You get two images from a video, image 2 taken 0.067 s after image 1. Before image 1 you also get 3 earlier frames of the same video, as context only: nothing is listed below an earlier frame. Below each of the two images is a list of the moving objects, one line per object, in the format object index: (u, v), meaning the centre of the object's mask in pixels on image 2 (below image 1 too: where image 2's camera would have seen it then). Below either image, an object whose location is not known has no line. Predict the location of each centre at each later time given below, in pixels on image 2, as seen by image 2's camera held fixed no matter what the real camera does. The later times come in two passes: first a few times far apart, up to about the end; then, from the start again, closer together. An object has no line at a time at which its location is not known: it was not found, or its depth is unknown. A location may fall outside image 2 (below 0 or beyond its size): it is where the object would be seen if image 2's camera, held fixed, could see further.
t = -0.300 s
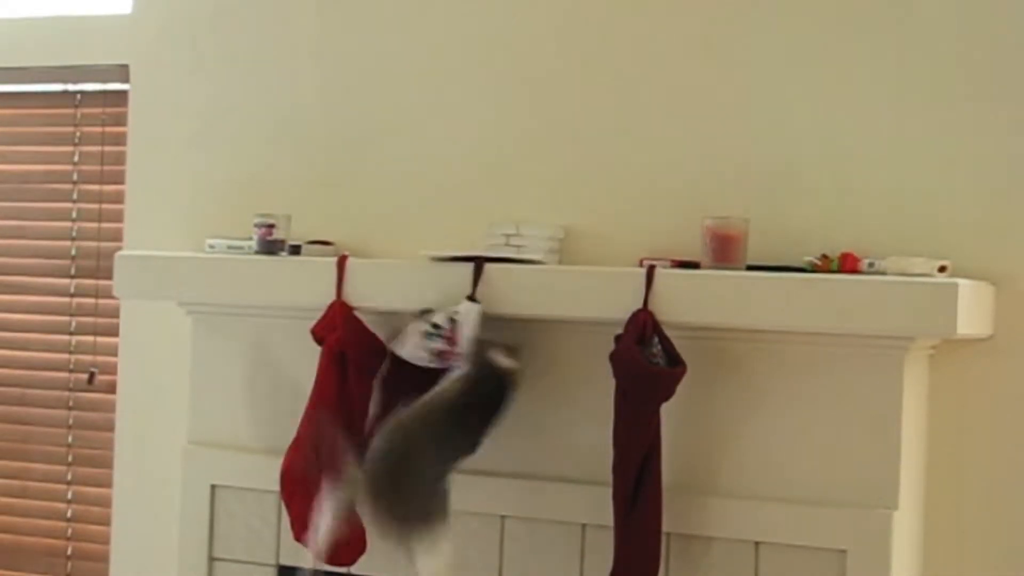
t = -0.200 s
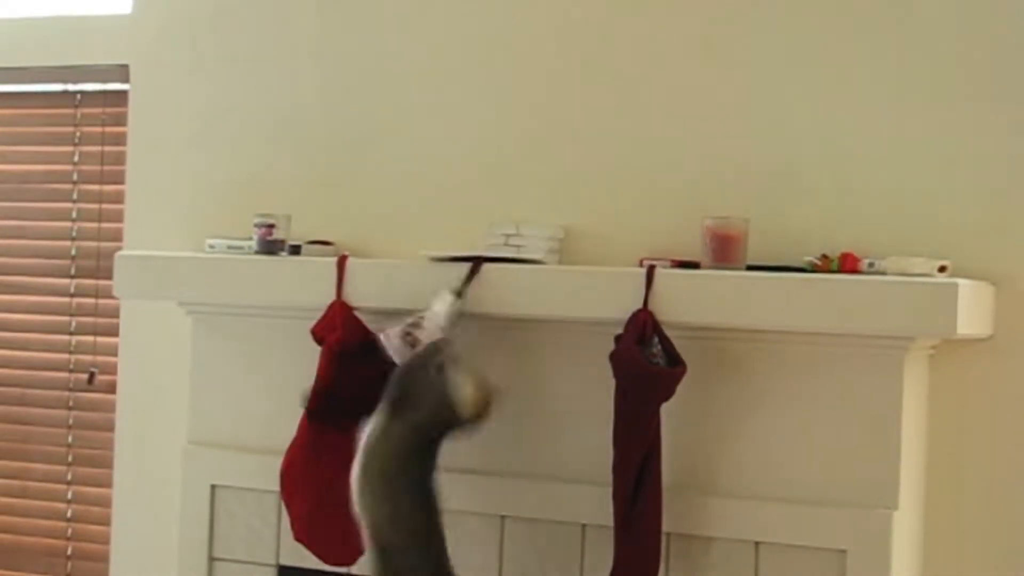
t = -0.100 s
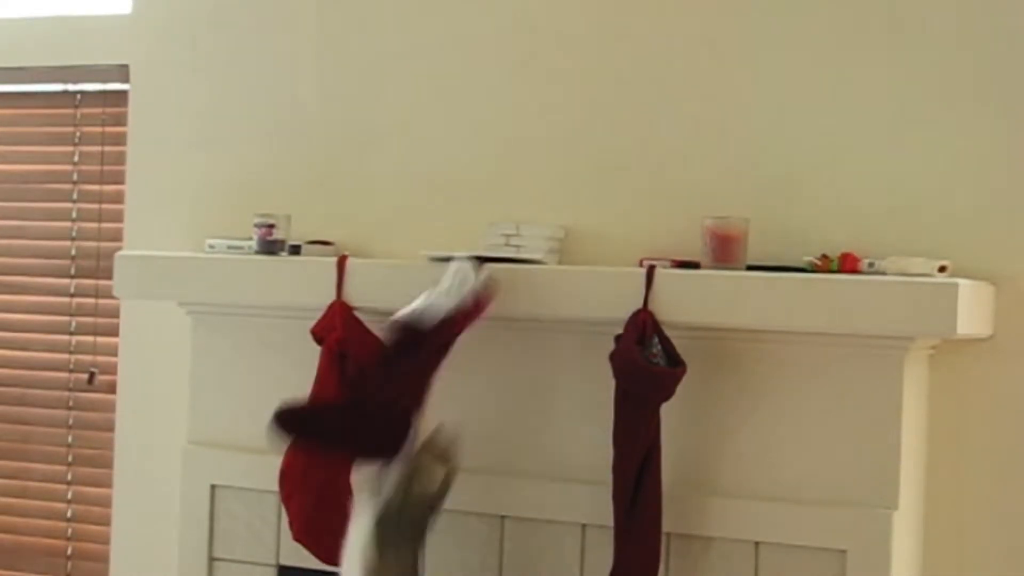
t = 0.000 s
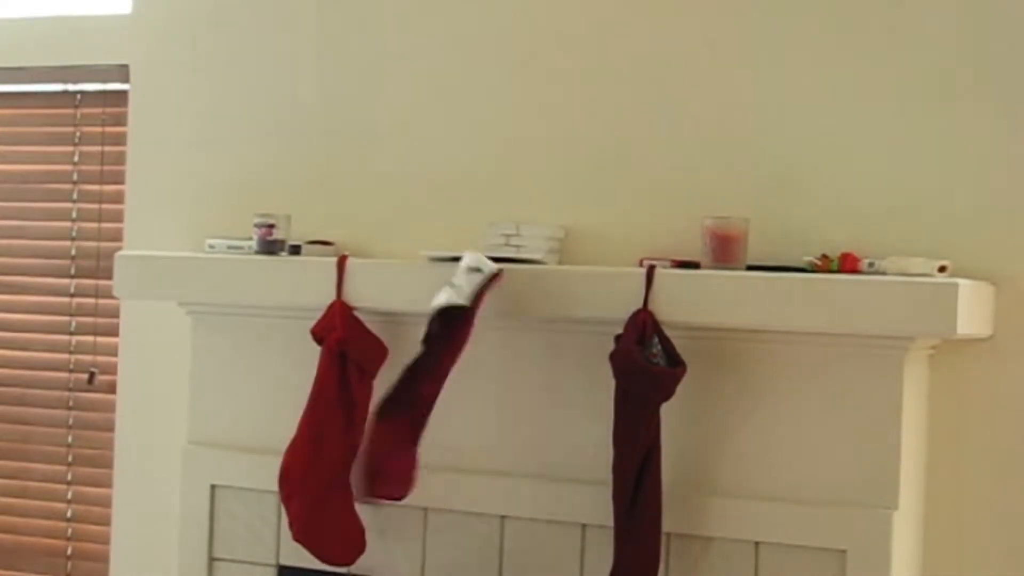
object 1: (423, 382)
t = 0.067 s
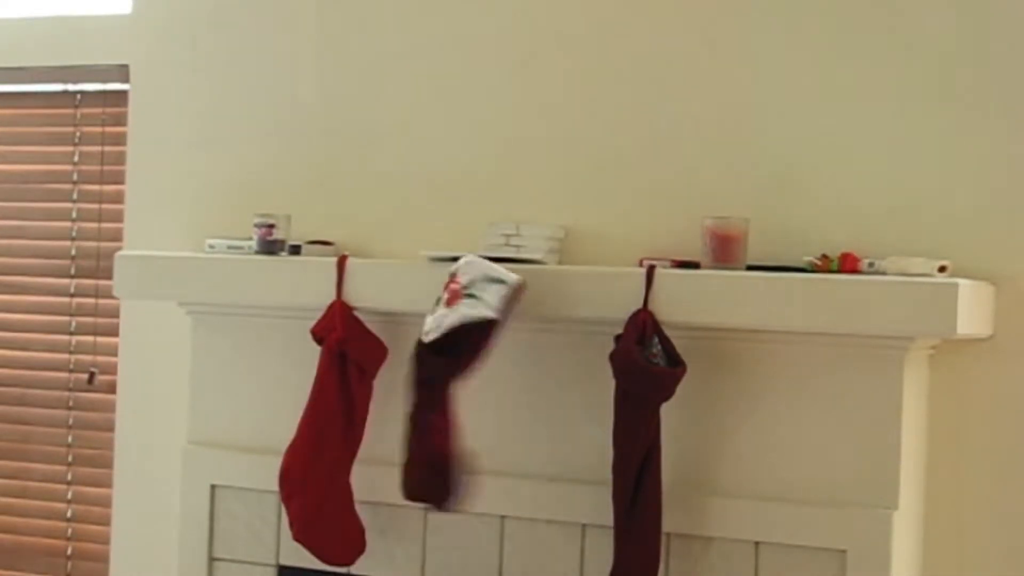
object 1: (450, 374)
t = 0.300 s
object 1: (529, 418)
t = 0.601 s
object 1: (491, 404)
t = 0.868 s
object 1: (444, 401)
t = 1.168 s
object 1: (455, 408)
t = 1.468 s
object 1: (490, 414)
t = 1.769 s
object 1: (474, 412)
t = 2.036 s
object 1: (456, 411)
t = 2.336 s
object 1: (470, 413)
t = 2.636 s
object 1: (483, 412)
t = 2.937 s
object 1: (469, 414)
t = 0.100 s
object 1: (465, 383)
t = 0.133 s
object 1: (482, 394)
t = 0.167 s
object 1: (498, 401)
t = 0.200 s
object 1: (512, 408)
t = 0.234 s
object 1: (522, 413)
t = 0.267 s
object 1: (527, 416)
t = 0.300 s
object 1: (529, 418)
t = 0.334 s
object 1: (529, 417)
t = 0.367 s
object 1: (528, 415)
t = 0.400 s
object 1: (527, 412)
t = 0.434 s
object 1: (522, 407)
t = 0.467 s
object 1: (517, 405)
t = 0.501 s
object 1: (512, 405)
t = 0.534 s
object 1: (505, 405)
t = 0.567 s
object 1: (498, 404)
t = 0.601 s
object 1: (491, 404)
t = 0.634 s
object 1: (484, 405)
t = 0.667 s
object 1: (477, 405)
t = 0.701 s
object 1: (469, 405)
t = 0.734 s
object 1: (463, 404)
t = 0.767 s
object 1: (457, 404)
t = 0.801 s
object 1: (452, 402)
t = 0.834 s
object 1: (447, 401)
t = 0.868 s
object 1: (444, 401)
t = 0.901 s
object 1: (441, 401)
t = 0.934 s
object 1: (440, 401)
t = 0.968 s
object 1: (439, 401)
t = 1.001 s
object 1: (440, 402)
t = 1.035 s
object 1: (441, 403)
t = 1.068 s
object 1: (444, 404)
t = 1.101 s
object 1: (447, 405)
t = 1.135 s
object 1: (451, 407)
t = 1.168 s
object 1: (455, 408)
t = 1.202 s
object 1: (459, 410)
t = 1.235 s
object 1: (464, 411)
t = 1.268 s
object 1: (470, 412)
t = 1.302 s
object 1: (474, 413)
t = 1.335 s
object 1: (479, 414)
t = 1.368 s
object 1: (483, 414)
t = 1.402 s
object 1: (486, 415)
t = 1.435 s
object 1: (488, 415)
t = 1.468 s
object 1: (490, 414)
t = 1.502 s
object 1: (490, 413)
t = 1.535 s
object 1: (490, 412)
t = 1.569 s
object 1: (490, 411)
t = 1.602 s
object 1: (488, 410)
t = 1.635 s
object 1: (486, 411)
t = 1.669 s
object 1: (484, 411)
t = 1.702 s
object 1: (481, 411)
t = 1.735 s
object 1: (477, 412)
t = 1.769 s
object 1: (474, 412)
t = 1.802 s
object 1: (470, 412)
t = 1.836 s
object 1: (467, 412)
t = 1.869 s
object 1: (464, 412)
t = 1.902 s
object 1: (461, 411)
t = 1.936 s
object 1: (459, 411)
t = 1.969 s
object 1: (457, 411)
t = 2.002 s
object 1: (456, 411)
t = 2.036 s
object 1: (456, 411)
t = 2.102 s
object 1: (456, 411)
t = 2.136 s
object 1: (457, 412)
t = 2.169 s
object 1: (458, 412)
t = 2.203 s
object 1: (460, 412)
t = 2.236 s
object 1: (462, 412)
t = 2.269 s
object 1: (465, 412)
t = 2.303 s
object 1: (467, 412)
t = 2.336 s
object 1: (470, 413)
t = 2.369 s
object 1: (472, 413)
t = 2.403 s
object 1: (475, 413)
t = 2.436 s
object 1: (477, 413)
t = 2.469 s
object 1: (479, 413)
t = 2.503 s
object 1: (481, 413)
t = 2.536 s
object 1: (482, 413)
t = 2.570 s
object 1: (483, 412)
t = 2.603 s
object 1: (483, 412)
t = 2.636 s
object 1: (483, 412)
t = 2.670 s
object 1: (482, 413)
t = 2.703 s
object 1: (481, 413)
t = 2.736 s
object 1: (480, 413)
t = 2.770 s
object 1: (478, 413)
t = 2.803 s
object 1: (476, 413)
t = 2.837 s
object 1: (475, 414)
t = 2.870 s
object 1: (473, 414)
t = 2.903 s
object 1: (471, 414)
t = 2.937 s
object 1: (469, 414)
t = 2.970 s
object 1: (468, 414)
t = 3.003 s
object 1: (466, 413)
